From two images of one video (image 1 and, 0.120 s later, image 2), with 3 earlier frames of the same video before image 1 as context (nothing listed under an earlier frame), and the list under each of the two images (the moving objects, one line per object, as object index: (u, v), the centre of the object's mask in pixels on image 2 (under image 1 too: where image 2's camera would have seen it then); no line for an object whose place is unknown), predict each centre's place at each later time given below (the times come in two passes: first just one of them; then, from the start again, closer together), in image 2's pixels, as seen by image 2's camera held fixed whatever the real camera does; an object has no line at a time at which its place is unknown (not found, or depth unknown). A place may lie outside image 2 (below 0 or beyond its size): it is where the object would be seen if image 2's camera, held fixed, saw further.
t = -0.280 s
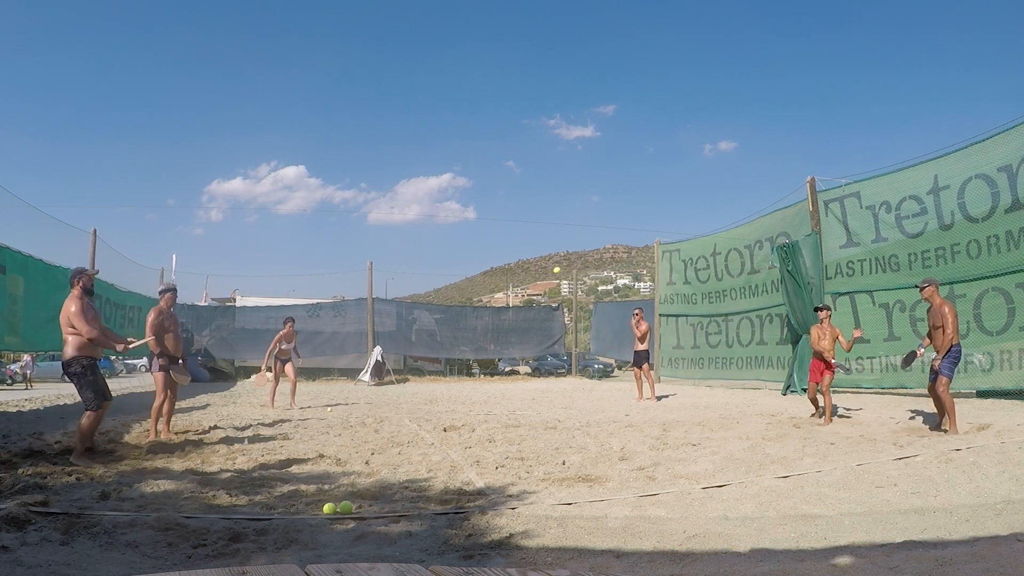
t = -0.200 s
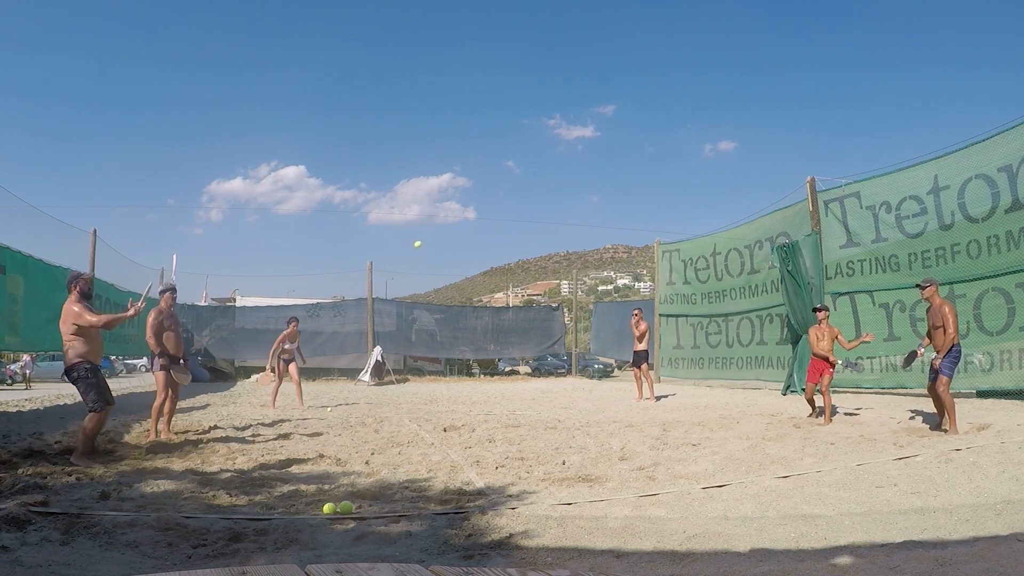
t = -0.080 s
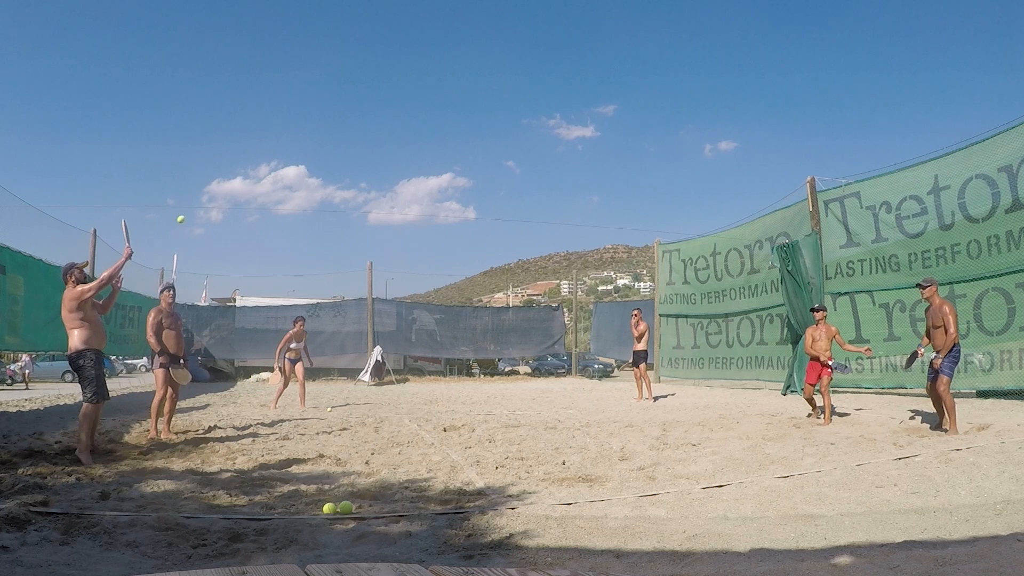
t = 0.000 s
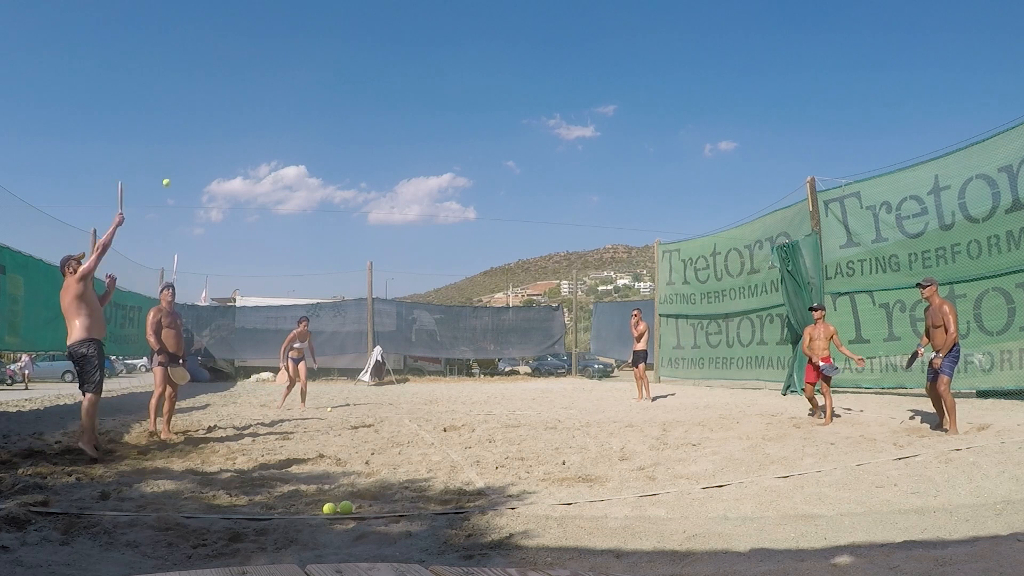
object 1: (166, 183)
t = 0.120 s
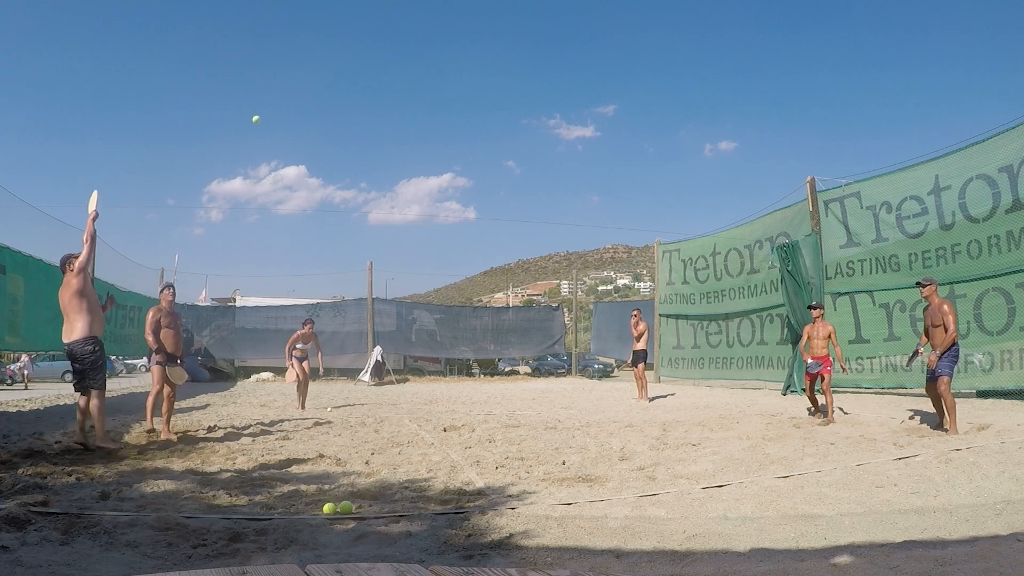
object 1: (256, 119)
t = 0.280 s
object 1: (370, 67)
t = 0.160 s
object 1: (285, 103)
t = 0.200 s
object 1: (314, 89)
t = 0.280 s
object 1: (370, 67)
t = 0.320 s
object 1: (397, 59)
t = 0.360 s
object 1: (423, 52)
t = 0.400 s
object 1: (449, 48)
